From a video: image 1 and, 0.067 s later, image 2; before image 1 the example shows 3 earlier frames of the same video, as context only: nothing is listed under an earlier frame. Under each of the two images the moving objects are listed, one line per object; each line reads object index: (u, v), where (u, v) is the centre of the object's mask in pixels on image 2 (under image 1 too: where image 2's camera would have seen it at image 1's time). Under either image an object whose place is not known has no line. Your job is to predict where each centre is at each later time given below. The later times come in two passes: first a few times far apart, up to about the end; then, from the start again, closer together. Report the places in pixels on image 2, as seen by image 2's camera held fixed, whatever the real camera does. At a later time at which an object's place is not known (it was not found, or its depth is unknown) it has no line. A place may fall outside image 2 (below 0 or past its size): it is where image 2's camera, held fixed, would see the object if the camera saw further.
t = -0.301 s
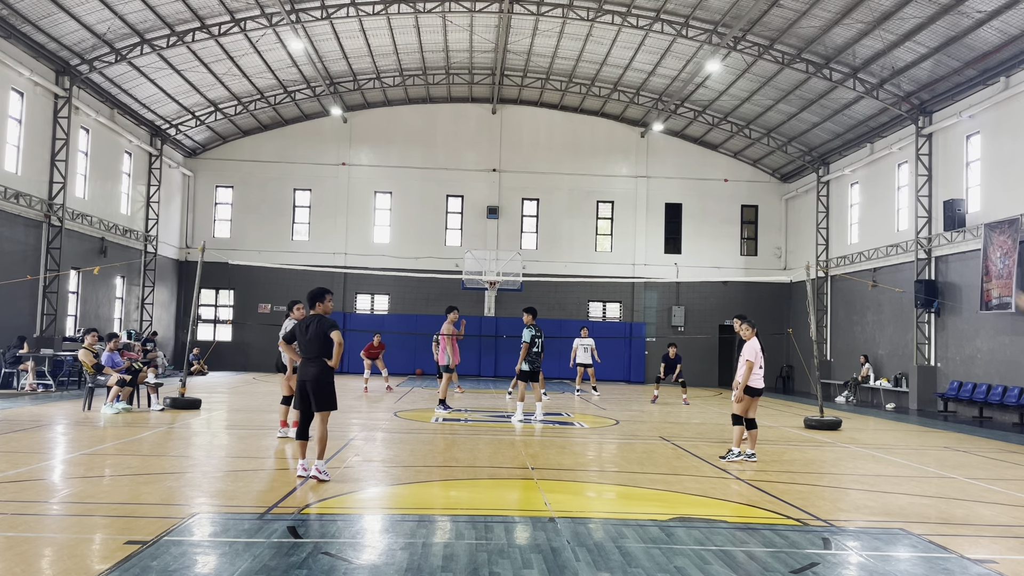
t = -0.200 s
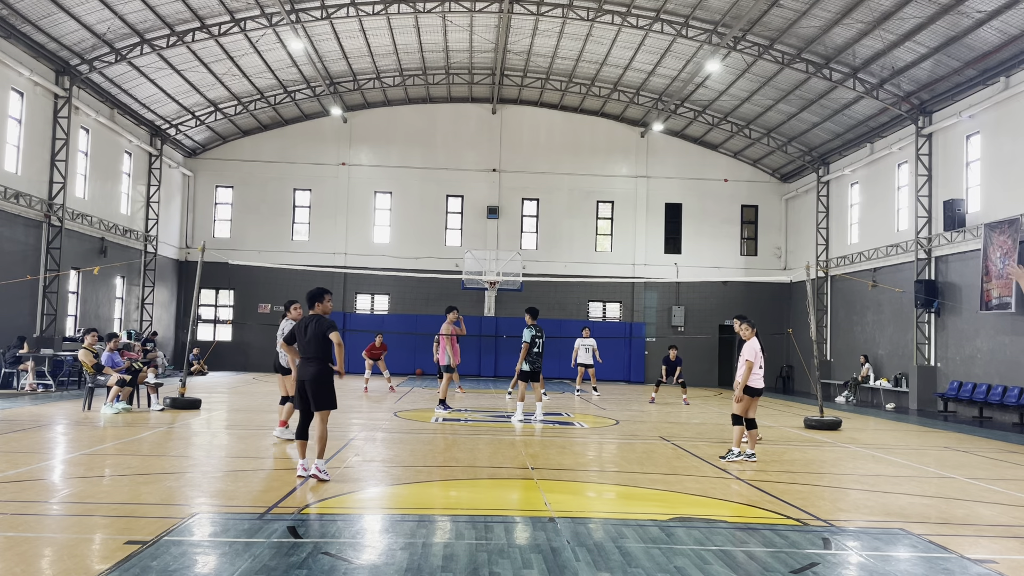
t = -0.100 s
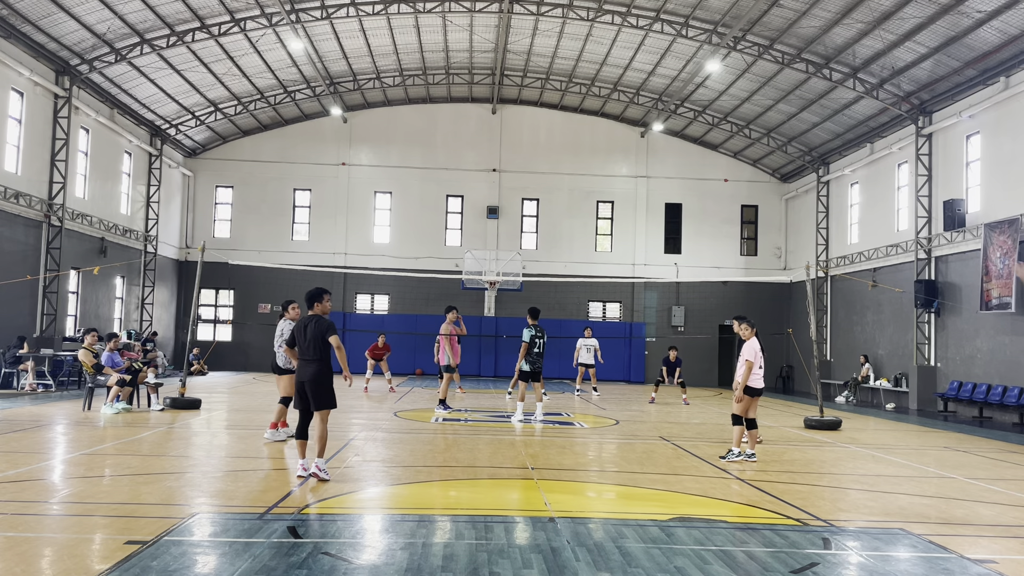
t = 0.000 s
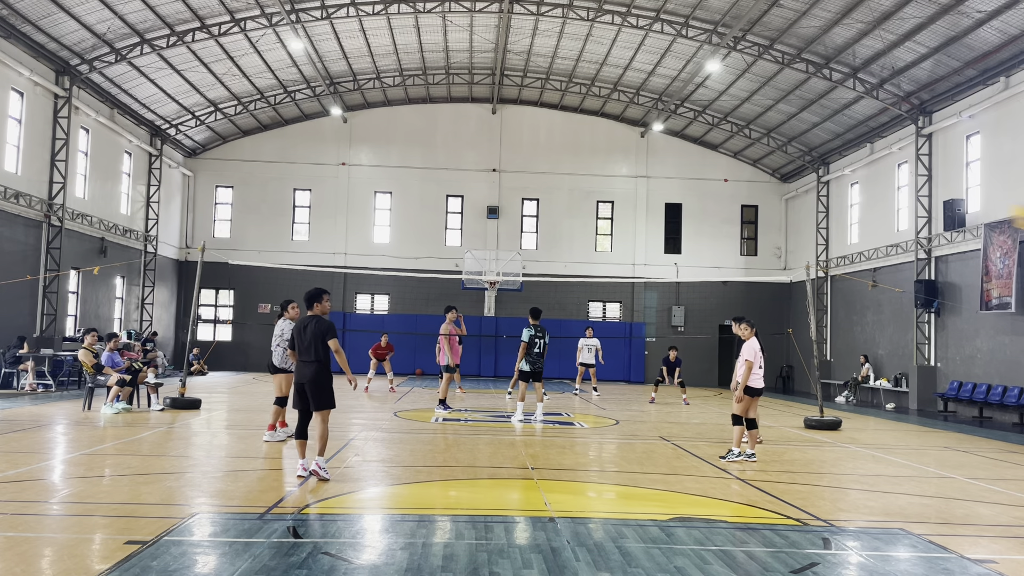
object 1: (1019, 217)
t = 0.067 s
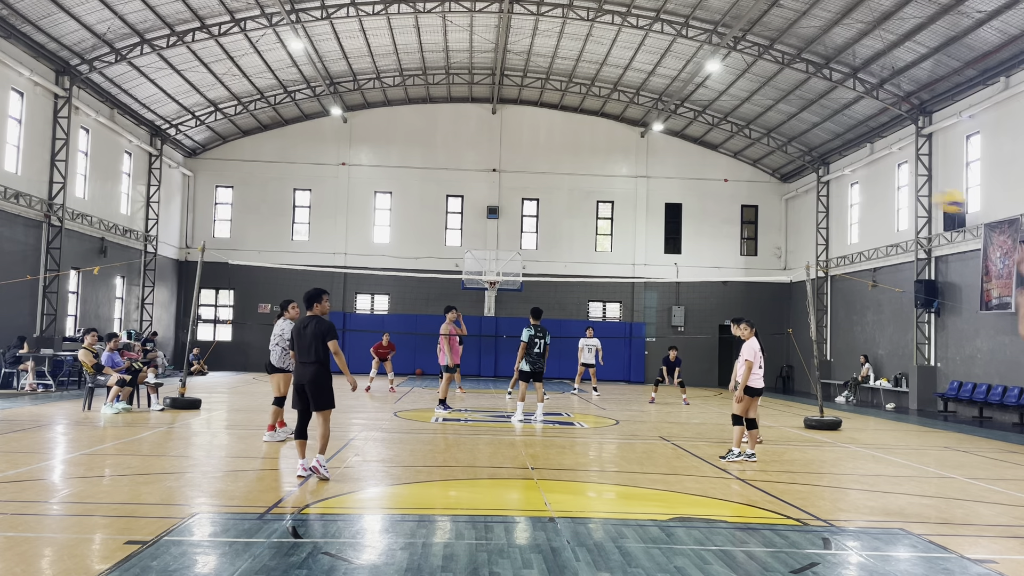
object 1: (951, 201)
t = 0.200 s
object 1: (838, 188)
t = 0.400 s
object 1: (738, 201)
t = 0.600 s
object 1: (674, 233)
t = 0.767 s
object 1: (645, 262)
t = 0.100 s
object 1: (921, 195)
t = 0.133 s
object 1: (887, 192)
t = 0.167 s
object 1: (866, 189)
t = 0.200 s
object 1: (838, 188)
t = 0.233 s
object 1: (818, 188)
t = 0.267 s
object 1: (799, 190)
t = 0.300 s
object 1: (782, 192)
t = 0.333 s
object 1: (766, 194)
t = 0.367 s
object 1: (751, 198)
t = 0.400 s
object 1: (738, 201)
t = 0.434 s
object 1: (726, 206)
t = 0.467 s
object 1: (714, 211)
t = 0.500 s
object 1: (703, 216)
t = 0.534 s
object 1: (693, 221)
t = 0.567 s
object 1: (683, 228)
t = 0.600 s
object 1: (674, 233)
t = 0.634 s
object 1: (667, 239)
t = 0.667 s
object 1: (659, 247)
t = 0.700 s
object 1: (652, 254)
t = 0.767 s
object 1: (645, 262)
